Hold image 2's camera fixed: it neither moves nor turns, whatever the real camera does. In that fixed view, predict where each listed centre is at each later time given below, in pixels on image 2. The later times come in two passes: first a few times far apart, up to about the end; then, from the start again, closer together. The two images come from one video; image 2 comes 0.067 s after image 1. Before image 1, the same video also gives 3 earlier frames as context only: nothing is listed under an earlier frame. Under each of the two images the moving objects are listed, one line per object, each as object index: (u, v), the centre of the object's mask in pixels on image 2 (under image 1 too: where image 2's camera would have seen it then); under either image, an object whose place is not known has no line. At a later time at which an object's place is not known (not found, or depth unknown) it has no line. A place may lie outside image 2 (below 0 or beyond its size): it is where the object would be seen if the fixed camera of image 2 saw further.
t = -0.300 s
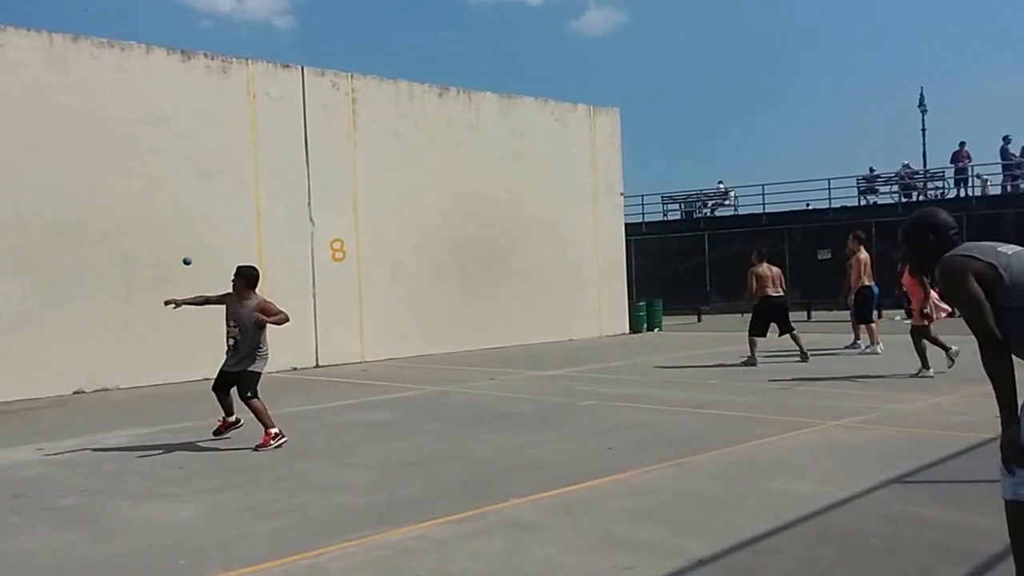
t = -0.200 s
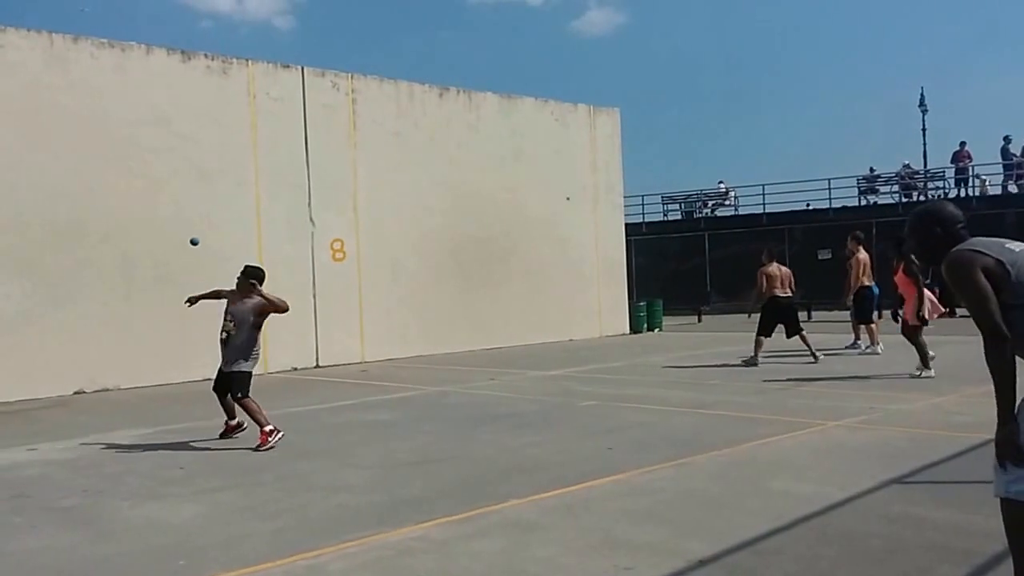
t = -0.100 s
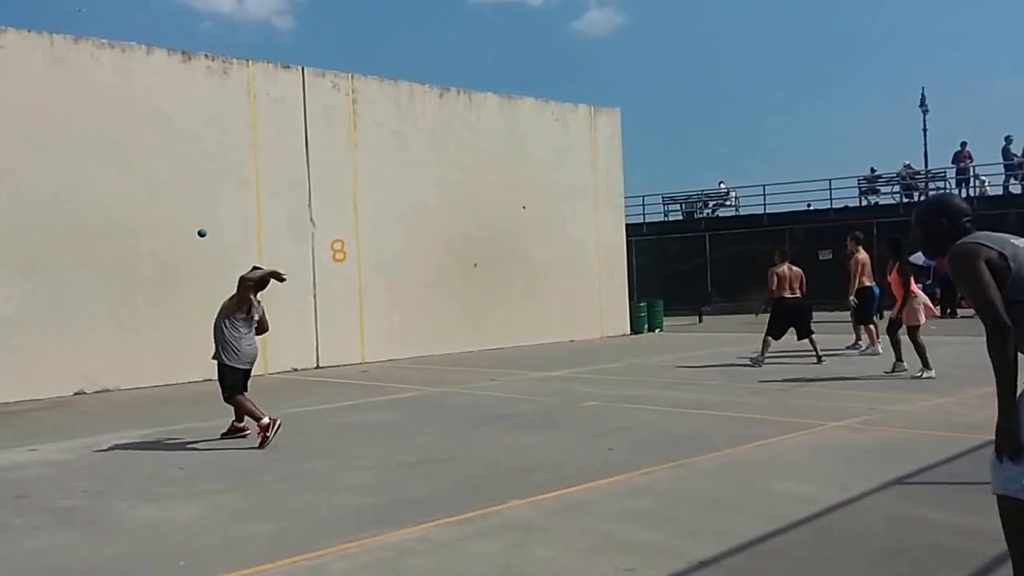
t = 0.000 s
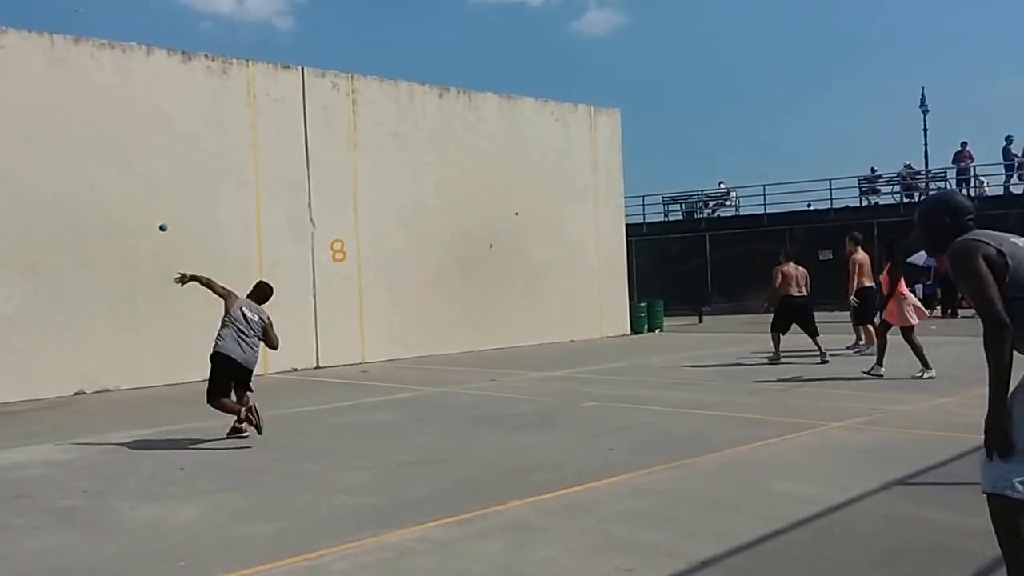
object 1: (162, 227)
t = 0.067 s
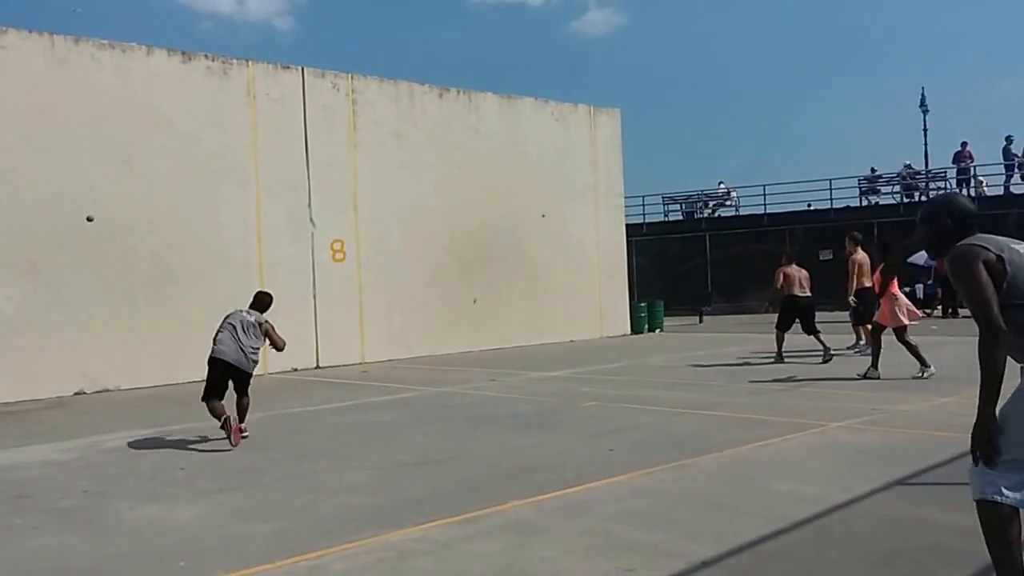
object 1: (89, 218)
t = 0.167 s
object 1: (16, 210)
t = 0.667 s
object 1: (125, 472)
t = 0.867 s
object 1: (193, 398)
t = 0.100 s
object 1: (62, 215)
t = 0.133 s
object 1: (38, 213)
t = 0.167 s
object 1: (16, 210)
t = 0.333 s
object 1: (7, 227)
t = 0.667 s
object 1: (125, 472)
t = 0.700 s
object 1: (148, 532)
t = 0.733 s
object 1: (158, 511)
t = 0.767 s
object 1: (165, 482)
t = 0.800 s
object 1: (173, 453)
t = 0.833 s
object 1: (183, 425)
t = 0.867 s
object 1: (193, 398)
